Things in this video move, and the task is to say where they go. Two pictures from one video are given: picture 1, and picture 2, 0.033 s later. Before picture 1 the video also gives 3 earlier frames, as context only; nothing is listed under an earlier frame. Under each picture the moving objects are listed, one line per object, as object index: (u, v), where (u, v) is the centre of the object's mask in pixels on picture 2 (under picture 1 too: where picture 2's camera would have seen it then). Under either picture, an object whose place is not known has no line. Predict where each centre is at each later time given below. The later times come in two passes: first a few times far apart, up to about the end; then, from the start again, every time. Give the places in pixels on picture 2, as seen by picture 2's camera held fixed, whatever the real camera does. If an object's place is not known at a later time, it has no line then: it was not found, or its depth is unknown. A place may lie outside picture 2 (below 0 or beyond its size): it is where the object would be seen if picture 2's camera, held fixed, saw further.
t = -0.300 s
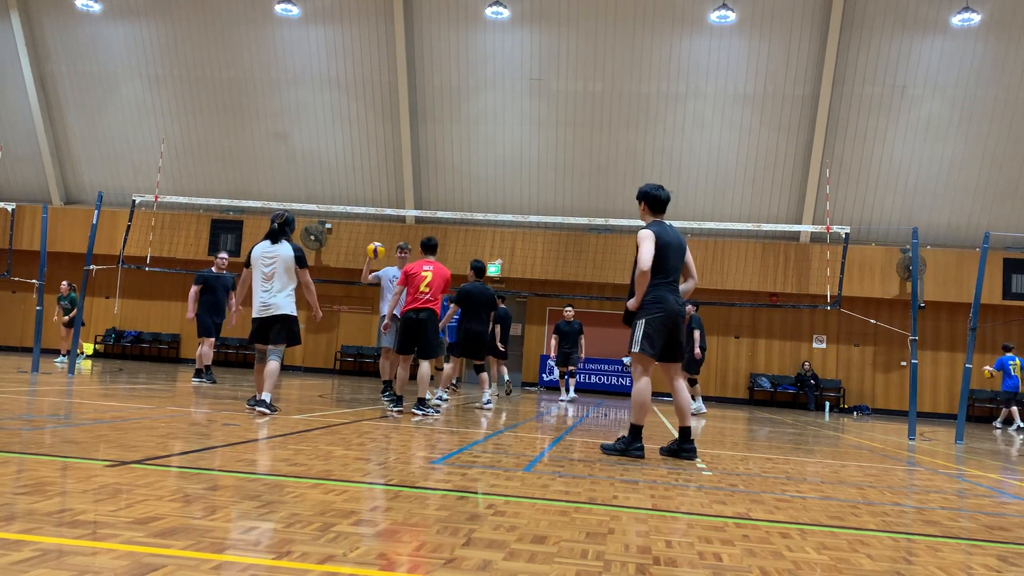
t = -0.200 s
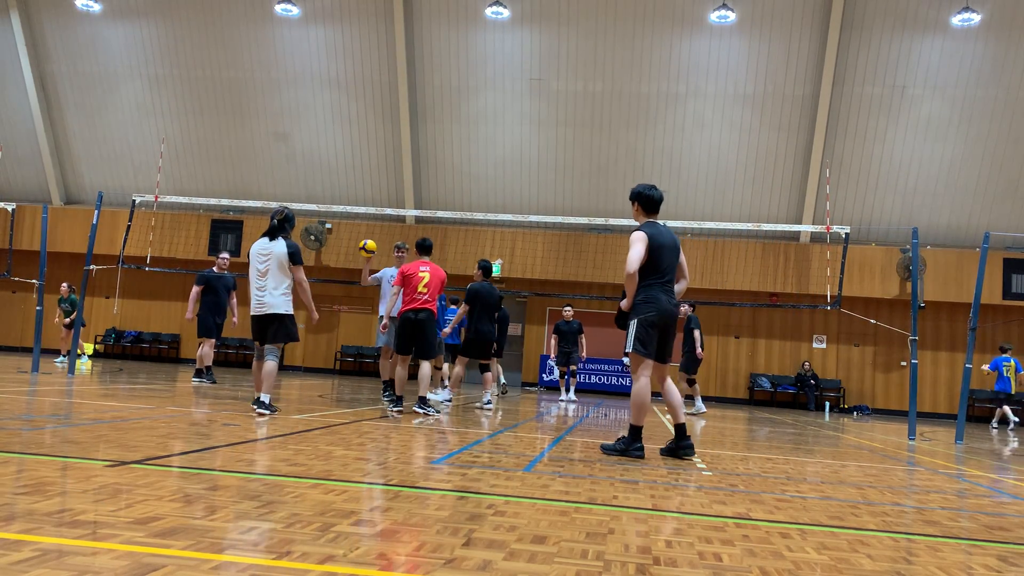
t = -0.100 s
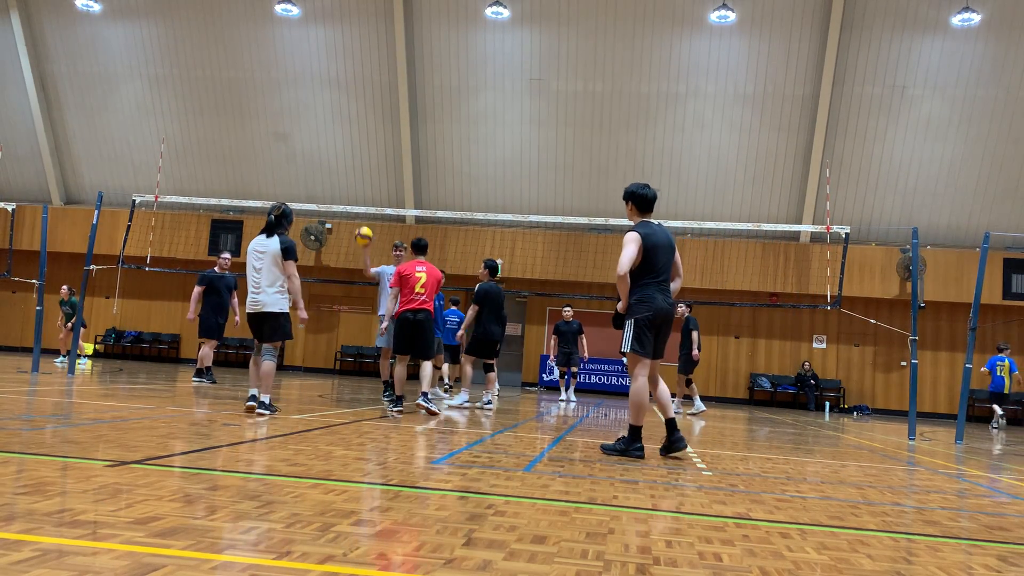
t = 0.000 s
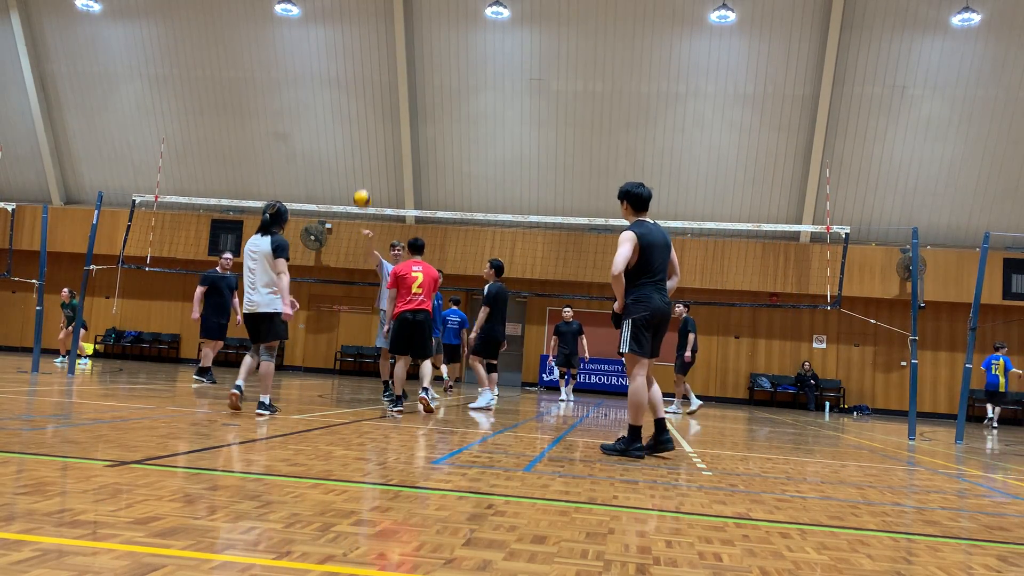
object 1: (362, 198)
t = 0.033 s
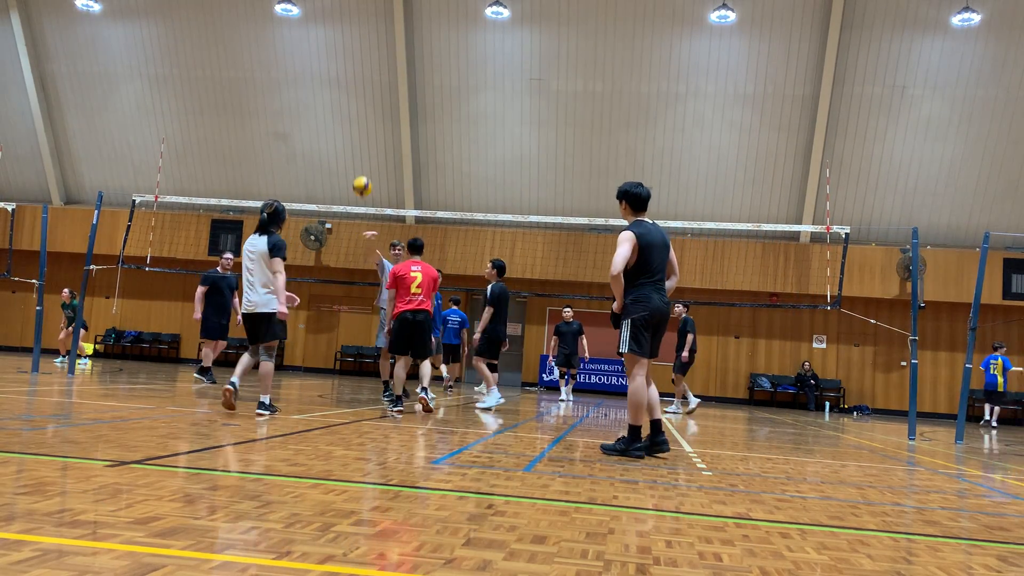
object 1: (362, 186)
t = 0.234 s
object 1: (359, 123)
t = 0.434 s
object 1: (354, 82)
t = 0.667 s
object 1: (343, 84)
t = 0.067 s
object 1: (362, 174)
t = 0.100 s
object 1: (362, 164)
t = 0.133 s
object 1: (362, 152)
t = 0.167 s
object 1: (361, 142)
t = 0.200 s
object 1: (360, 132)
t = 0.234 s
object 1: (359, 123)
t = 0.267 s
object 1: (359, 114)
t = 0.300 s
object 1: (358, 106)
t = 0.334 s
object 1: (357, 99)
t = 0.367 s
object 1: (356, 92)
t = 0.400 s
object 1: (354, 87)
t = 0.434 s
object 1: (354, 82)
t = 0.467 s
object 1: (353, 79)
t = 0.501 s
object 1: (352, 77)
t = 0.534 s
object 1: (350, 75)
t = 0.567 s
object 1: (349, 75)
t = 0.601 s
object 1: (347, 77)
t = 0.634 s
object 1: (345, 79)
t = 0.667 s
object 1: (343, 84)
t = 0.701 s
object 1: (340, 90)
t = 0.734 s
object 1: (337, 98)
